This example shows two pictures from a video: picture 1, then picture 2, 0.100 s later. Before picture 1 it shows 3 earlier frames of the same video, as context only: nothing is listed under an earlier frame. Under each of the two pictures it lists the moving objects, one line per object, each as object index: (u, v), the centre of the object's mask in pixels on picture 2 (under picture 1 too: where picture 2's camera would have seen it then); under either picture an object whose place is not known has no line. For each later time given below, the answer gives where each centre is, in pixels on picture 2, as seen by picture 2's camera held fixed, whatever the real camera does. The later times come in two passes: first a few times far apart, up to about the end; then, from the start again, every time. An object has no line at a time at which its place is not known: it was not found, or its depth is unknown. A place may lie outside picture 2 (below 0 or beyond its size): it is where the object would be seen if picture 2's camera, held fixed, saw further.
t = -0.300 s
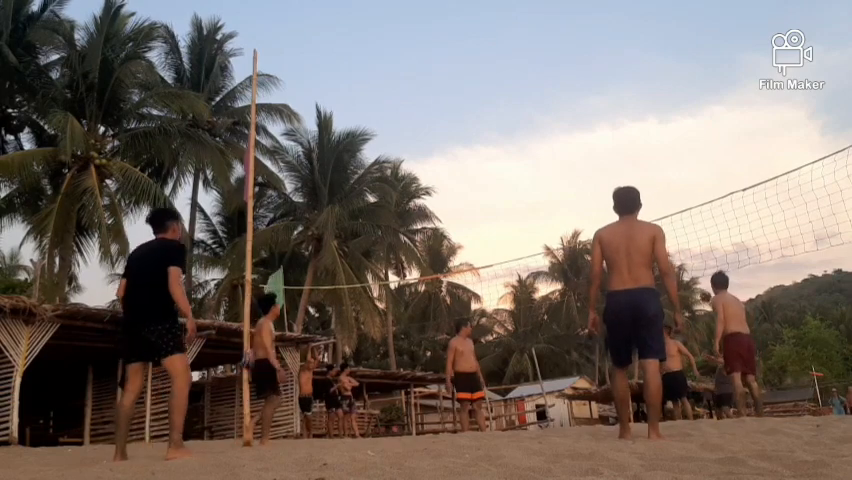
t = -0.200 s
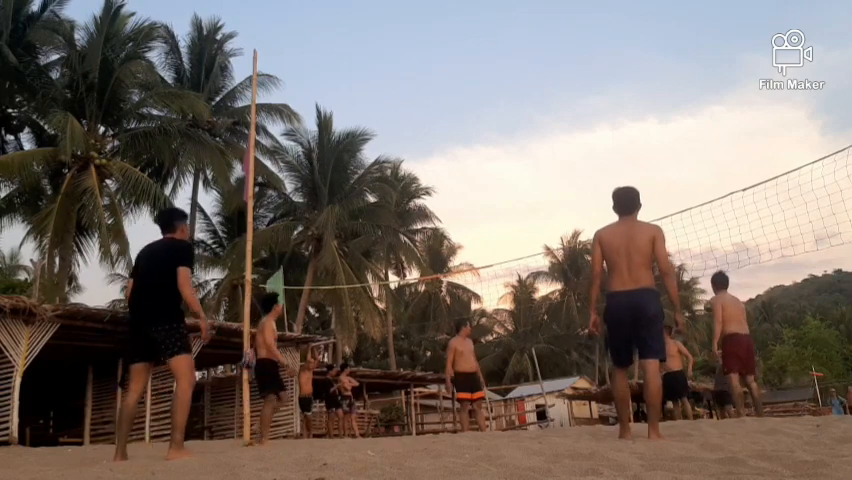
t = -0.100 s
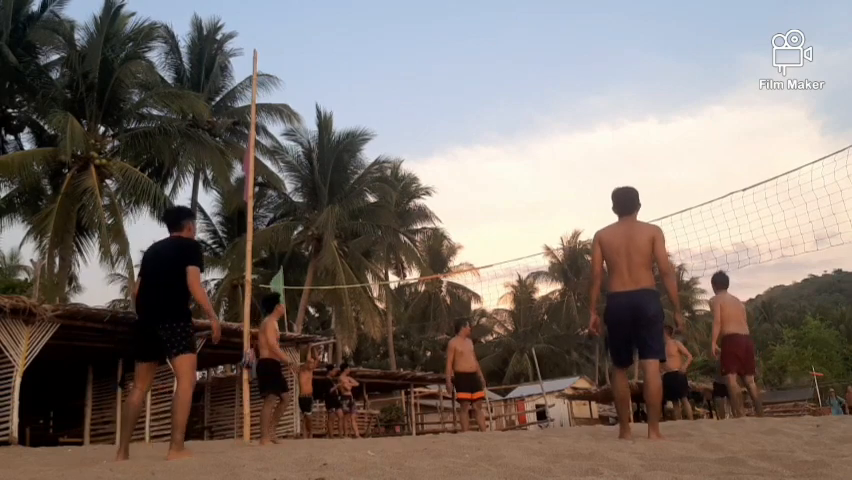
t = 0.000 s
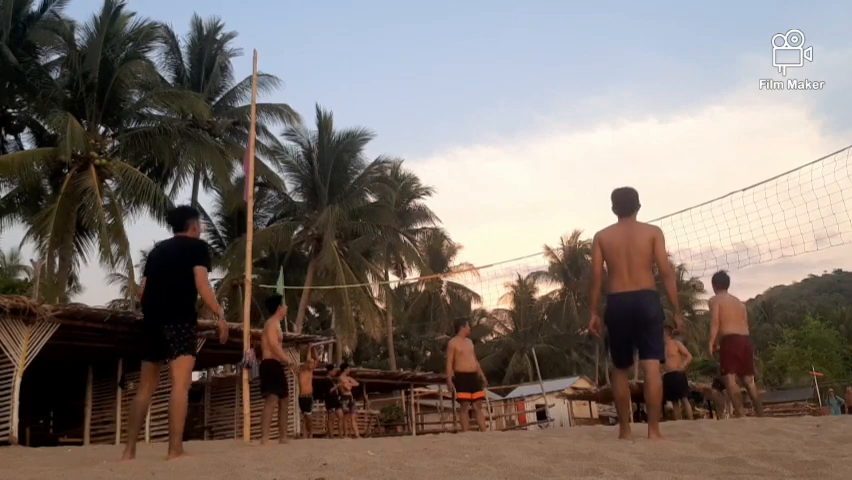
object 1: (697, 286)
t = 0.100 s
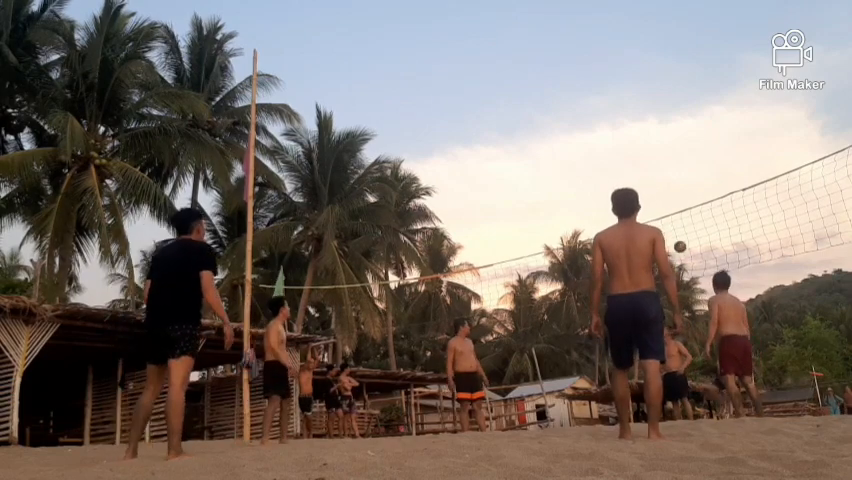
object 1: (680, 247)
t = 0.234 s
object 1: (654, 198)
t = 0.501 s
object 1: (599, 114)
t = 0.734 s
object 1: (545, 61)
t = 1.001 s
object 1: (467, 41)
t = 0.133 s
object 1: (673, 234)
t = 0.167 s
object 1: (667, 221)
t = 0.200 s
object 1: (661, 209)
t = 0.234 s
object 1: (654, 198)
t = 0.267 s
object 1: (647, 186)
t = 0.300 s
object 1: (640, 175)
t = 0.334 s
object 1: (634, 164)
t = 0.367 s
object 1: (627, 154)
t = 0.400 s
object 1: (620, 144)
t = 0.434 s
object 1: (613, 133)
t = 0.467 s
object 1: (606, 124)
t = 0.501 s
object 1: (599, 114)
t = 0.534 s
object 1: (592, 105)
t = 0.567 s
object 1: (585, 97)
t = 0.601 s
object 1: (577, 89)
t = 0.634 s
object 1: (569, 81)
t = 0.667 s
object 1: (561, 74)
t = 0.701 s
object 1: (553, 67)
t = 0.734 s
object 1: (545, 61)
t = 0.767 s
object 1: (536, 55)
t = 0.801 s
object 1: (527, 50)
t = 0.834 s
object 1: (518, 47)
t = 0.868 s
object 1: (509, 44)
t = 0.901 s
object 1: (499, 41)
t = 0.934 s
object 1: (489, 40)
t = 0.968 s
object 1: (478, 40)
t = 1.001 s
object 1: (467, 41)
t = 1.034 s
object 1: (455, 43)
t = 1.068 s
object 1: (442, 47)
